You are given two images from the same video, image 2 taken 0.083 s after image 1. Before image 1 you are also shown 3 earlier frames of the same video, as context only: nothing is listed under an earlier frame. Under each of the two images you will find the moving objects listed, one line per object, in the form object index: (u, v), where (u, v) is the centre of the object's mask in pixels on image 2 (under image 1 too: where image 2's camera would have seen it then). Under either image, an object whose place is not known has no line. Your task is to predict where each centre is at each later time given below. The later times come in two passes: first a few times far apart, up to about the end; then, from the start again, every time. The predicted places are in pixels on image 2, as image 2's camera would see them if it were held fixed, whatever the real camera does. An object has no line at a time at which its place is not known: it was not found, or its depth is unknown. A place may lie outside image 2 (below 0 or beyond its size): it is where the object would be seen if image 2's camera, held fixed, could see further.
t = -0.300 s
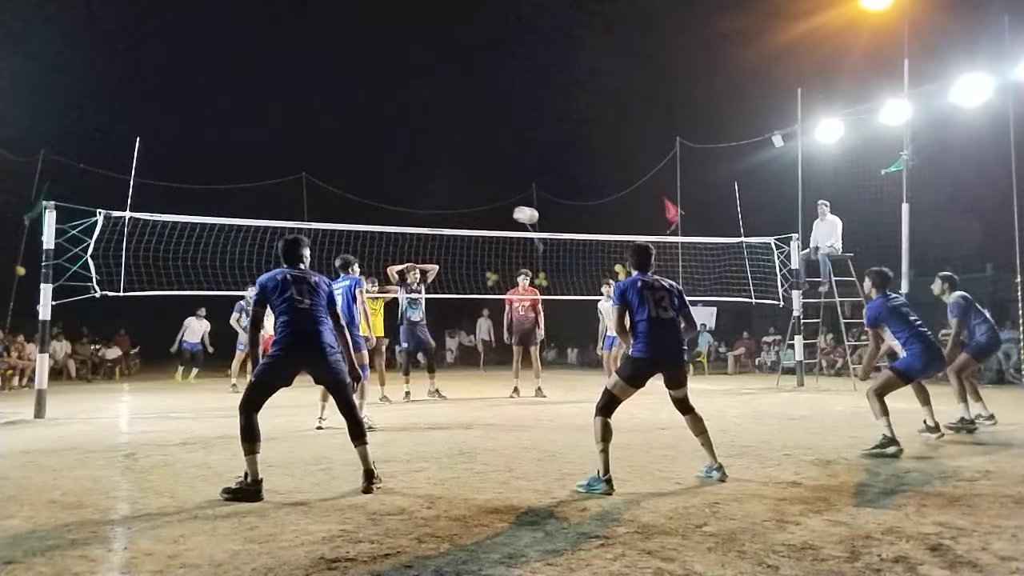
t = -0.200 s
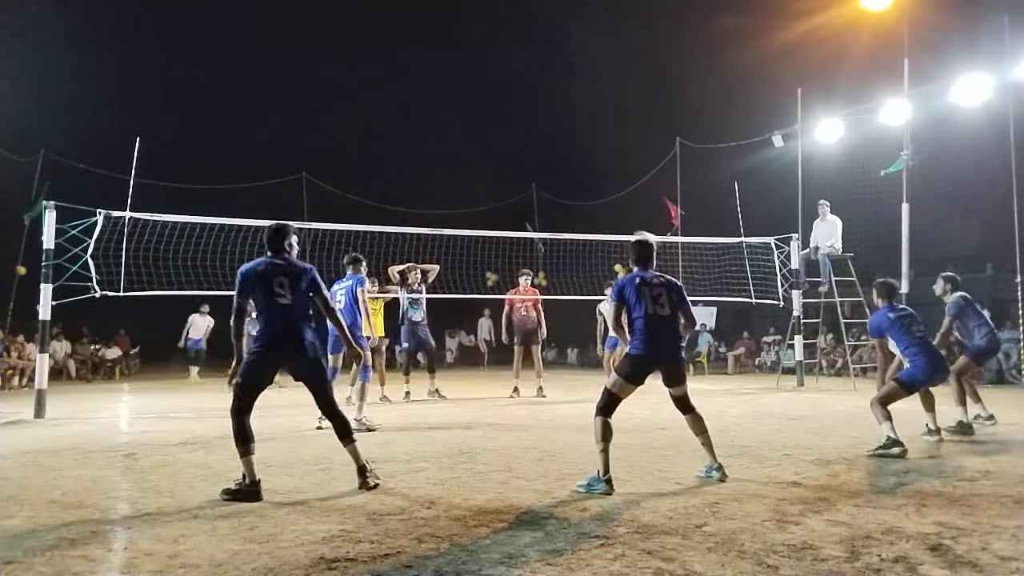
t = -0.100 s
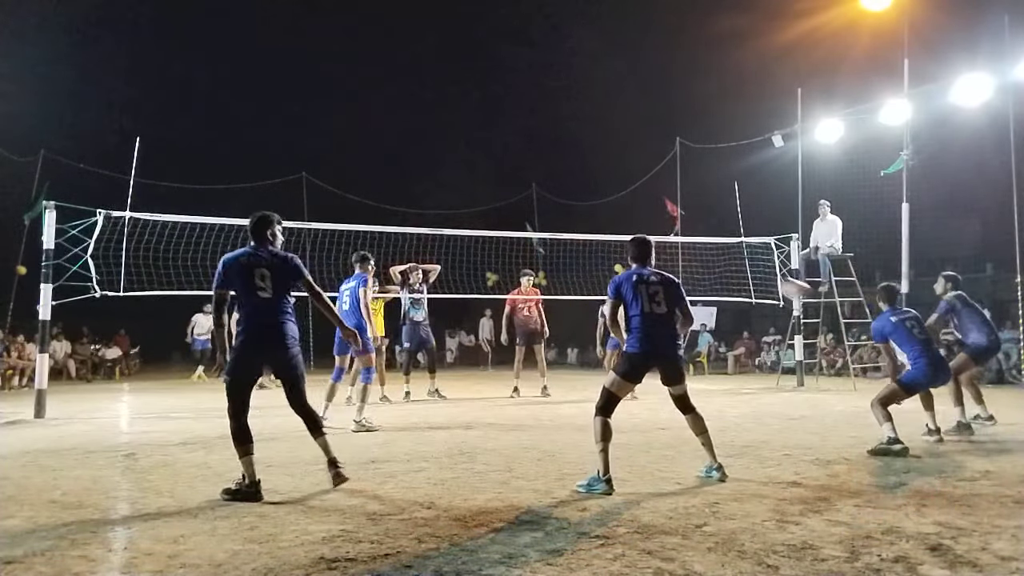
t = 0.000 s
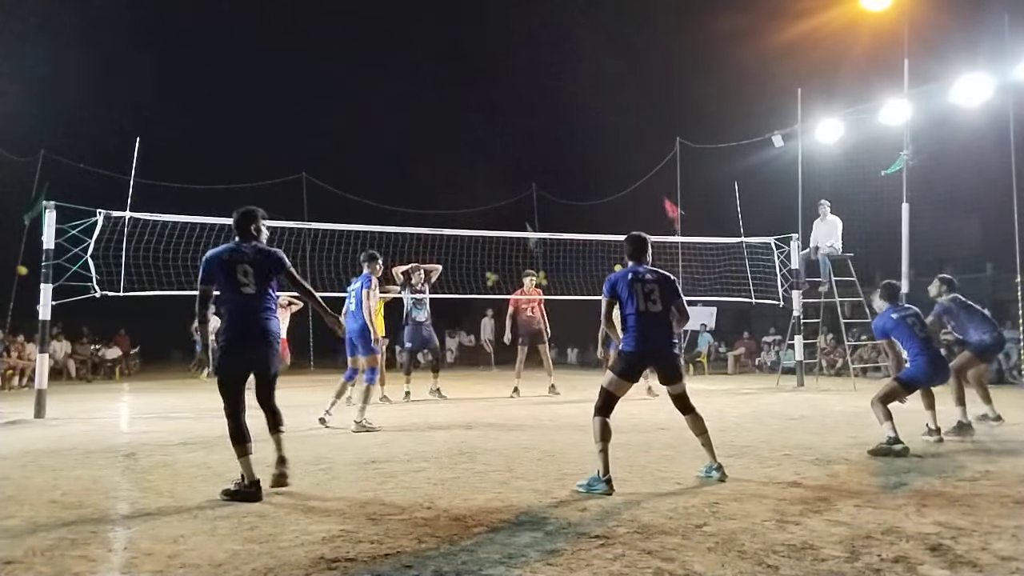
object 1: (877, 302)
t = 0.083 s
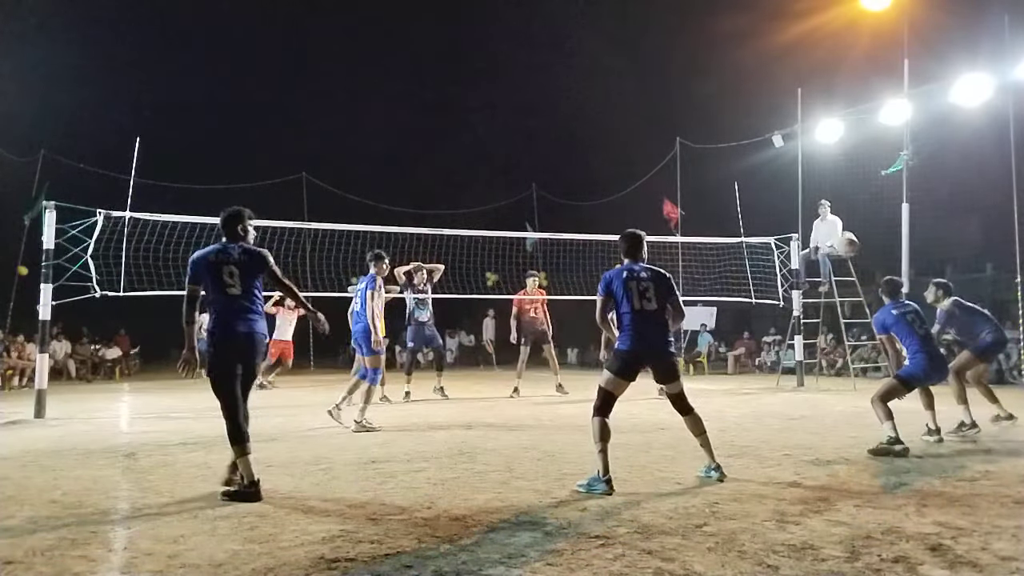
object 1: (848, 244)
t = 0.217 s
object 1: (794, 173)
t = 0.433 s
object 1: (726, 103)
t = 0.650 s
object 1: (671, 77)
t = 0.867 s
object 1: (625, 88)
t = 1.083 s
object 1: (586, 129)
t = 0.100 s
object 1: (843, 235)
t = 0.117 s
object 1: (834, 222)
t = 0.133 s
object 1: (825, 211)
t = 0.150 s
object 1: (819, 205)
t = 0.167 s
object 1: (813, 197)
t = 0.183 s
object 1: (807, 190)
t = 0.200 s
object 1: (800, 181)
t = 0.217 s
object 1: (794, 173)
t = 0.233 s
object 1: (788, 166)
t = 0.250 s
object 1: (783, 159)
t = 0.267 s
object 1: (778, 153)
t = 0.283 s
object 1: (772, 146)
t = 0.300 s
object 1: (765, 140)
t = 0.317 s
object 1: (761, 135)
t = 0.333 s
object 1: (755, 129)
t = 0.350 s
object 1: (750, 124)
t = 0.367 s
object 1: (745, 119)
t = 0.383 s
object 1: (740, 115)
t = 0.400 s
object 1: (735, 110)
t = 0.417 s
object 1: (731, 106)
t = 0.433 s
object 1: (726, 103)
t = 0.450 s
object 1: (721, 100)
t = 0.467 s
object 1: (716, 97)
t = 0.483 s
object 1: (711, 93)
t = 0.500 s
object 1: (707, 91)
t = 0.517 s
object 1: (703, 88)
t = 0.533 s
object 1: (699, 86)
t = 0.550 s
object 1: (695, 84)
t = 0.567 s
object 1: (691, 83)
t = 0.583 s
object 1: (687, 81)
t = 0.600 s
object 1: (682, 80)
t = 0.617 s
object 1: (678, 79)
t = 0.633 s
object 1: (674, 78)
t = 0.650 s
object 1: (671, 77)
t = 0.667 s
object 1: (667, 77)
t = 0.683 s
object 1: (663, 76)
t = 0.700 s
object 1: (659, 77)
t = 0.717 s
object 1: (656, 77)
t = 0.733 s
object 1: (652, 78)
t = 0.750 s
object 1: (649, 78)
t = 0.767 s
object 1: (645, 79)
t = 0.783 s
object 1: (641, 80)
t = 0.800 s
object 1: (638, 81)
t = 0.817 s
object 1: (635, 82)
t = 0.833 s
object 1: (632, 84)
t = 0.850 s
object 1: (628, 86)
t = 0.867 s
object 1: (625, 88)
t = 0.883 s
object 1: (622, 90)
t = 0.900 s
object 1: (619, 92)
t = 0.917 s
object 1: (616, 95)
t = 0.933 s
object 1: (613, 97)
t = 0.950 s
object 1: (610, 100)
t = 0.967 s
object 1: (607, 103)
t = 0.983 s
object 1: (604, 107)
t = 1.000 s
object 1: (601, 110)
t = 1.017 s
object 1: (598, 113)
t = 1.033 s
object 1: (595, 117)
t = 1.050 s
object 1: (592, 121)
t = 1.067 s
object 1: (589, 125)
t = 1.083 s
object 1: (586, 129)
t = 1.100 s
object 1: (584, 133)
